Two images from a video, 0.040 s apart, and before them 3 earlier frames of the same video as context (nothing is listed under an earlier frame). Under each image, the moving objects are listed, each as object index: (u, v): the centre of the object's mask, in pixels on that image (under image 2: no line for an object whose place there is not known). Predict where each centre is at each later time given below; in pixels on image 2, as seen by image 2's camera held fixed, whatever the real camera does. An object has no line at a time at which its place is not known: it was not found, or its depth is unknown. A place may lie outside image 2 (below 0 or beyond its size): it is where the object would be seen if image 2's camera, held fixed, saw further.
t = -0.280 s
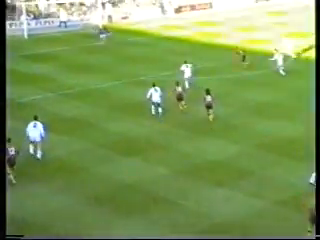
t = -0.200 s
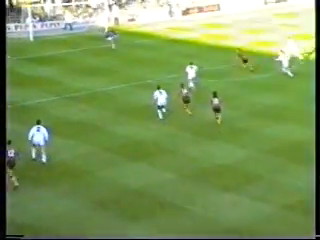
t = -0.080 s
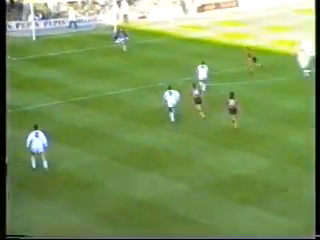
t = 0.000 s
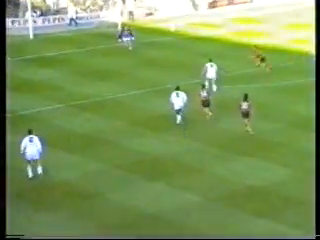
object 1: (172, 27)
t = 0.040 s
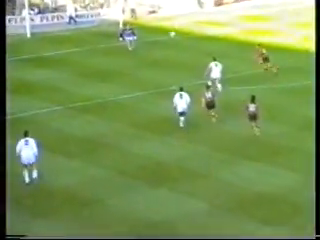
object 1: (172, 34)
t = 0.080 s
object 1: (169, 39)
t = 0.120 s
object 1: (167, 46)
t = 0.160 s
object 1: (164, 53)
